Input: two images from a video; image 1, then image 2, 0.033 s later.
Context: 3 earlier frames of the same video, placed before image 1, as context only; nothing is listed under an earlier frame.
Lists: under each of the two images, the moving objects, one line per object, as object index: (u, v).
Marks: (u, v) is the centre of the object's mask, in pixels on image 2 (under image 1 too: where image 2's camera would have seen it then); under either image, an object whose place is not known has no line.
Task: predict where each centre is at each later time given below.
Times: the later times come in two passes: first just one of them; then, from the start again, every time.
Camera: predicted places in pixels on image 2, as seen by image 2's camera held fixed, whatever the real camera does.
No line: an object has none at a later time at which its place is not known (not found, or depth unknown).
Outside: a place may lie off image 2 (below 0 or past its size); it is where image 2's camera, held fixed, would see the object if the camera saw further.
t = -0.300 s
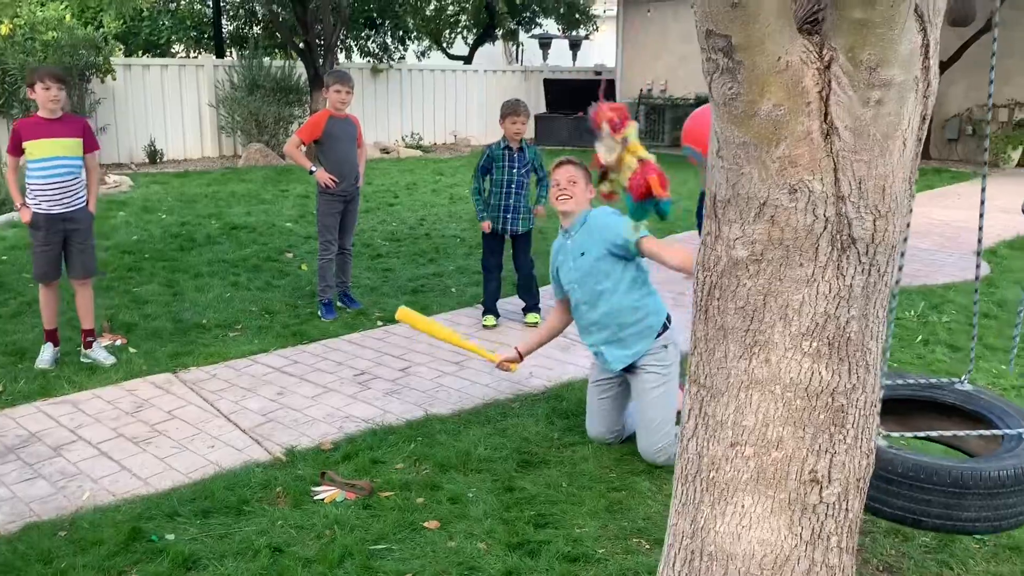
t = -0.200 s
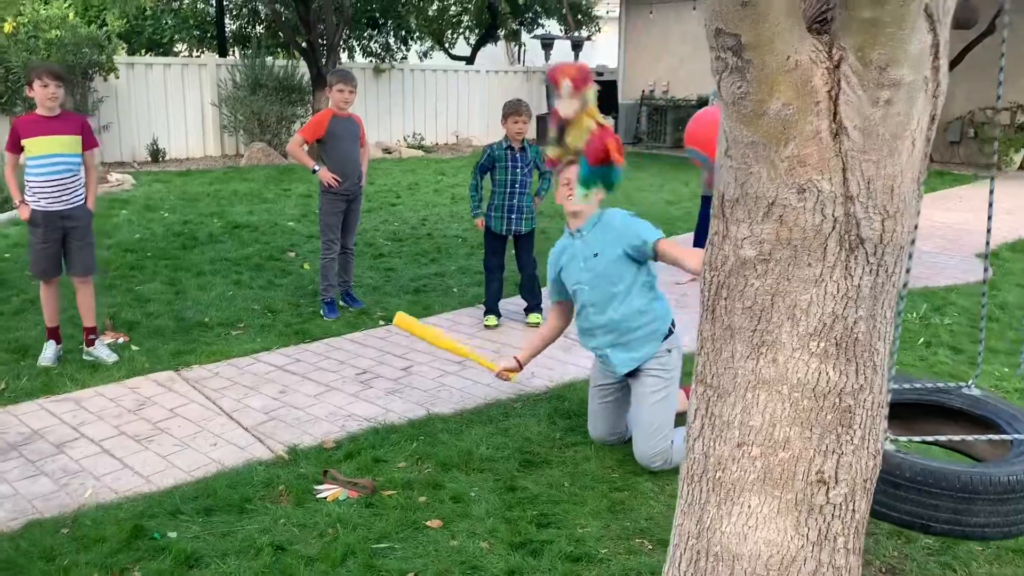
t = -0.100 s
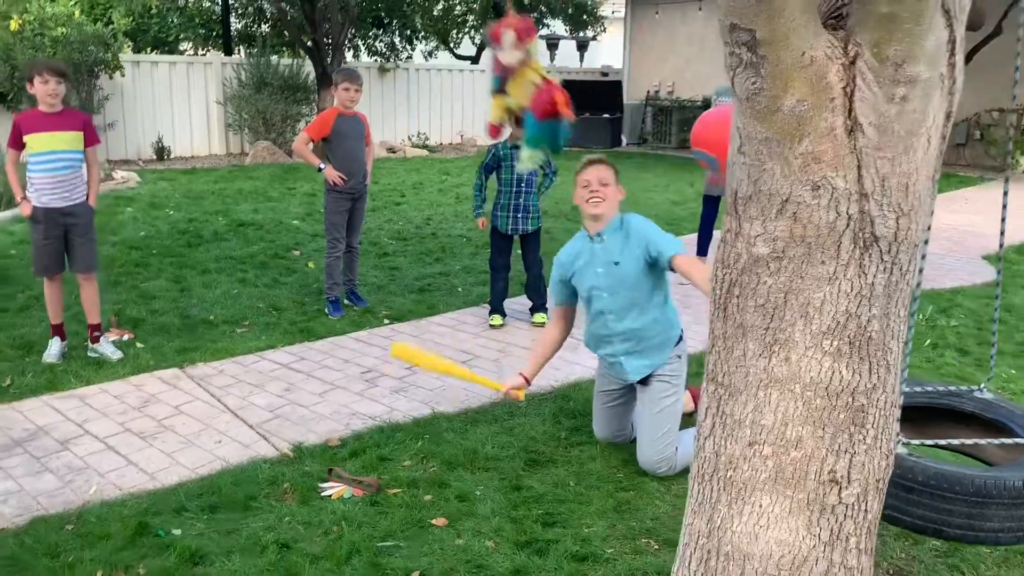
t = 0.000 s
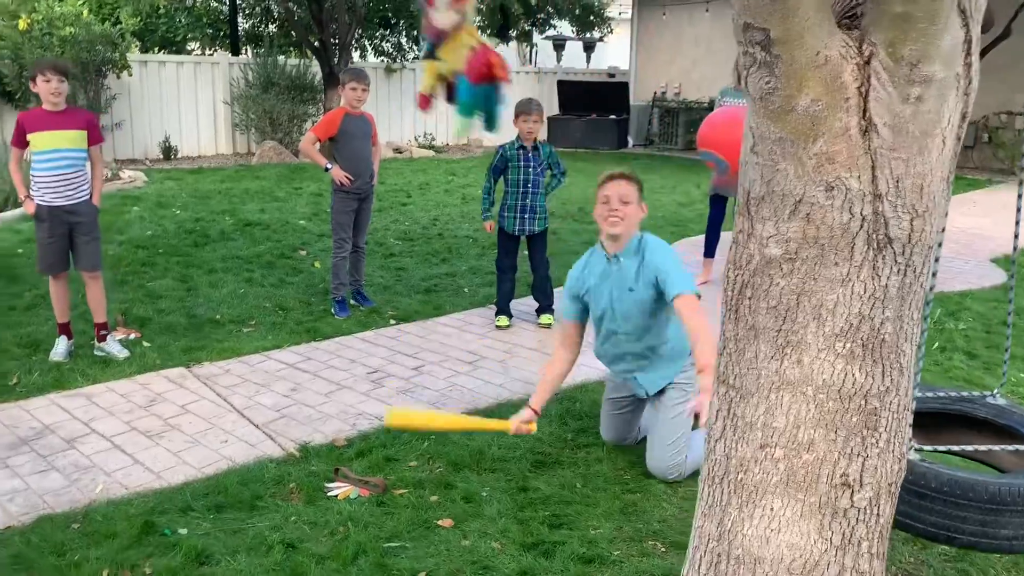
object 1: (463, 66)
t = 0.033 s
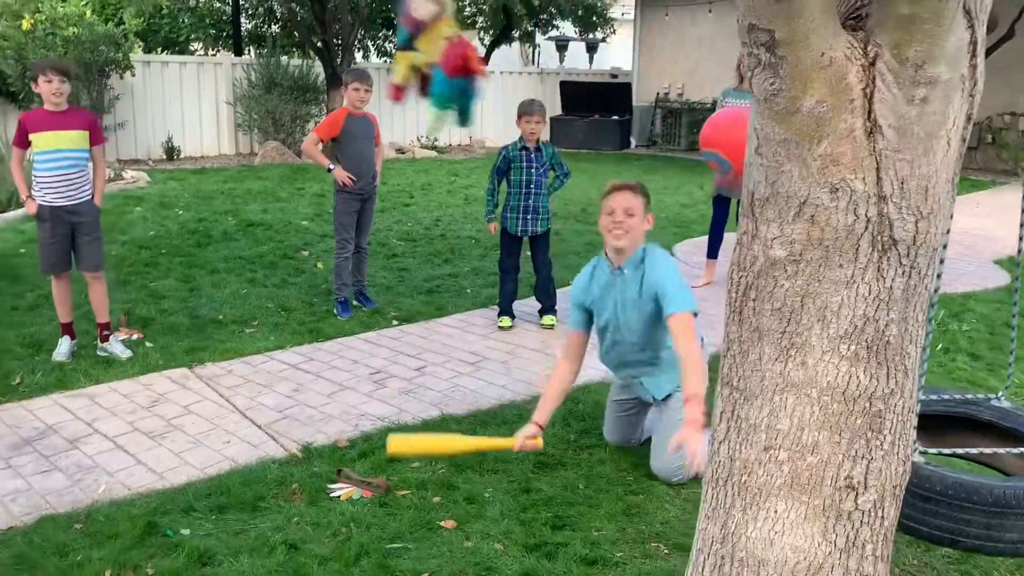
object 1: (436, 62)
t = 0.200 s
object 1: (283, 51)
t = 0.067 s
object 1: (408, 59)
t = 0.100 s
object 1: (375, 58)
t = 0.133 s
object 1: (343, 55)
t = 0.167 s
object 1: (312, 53)
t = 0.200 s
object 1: (283, 51)
